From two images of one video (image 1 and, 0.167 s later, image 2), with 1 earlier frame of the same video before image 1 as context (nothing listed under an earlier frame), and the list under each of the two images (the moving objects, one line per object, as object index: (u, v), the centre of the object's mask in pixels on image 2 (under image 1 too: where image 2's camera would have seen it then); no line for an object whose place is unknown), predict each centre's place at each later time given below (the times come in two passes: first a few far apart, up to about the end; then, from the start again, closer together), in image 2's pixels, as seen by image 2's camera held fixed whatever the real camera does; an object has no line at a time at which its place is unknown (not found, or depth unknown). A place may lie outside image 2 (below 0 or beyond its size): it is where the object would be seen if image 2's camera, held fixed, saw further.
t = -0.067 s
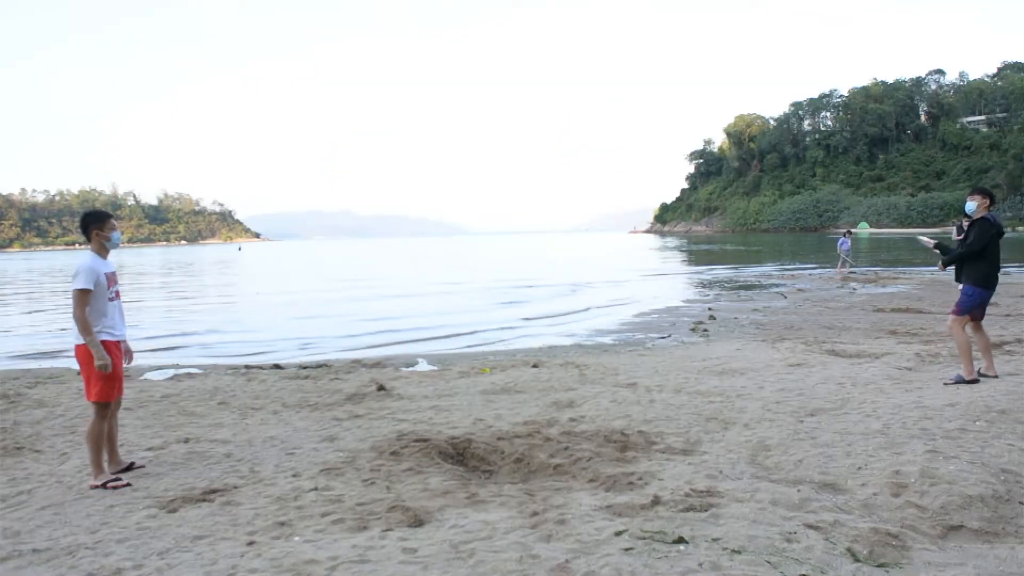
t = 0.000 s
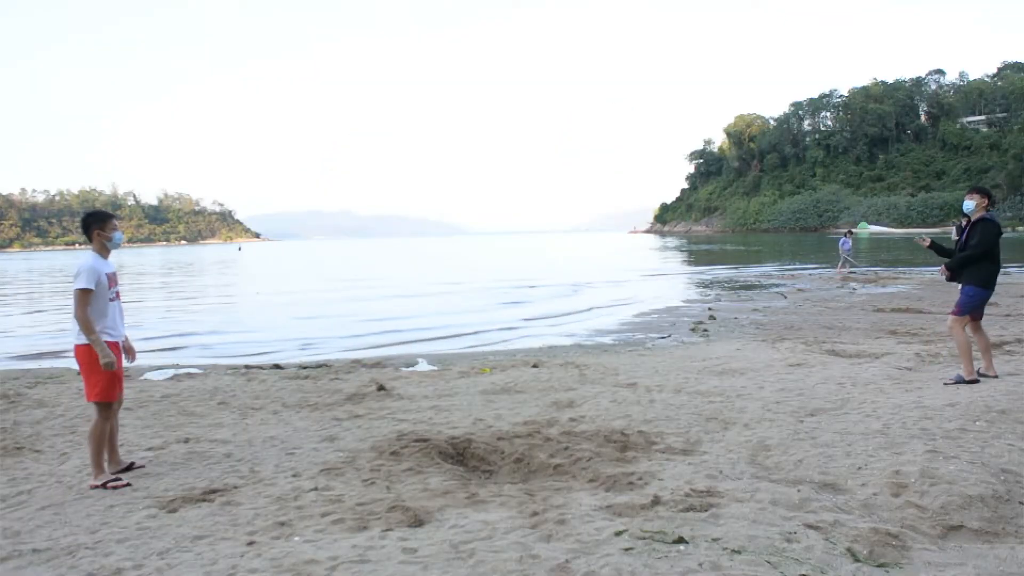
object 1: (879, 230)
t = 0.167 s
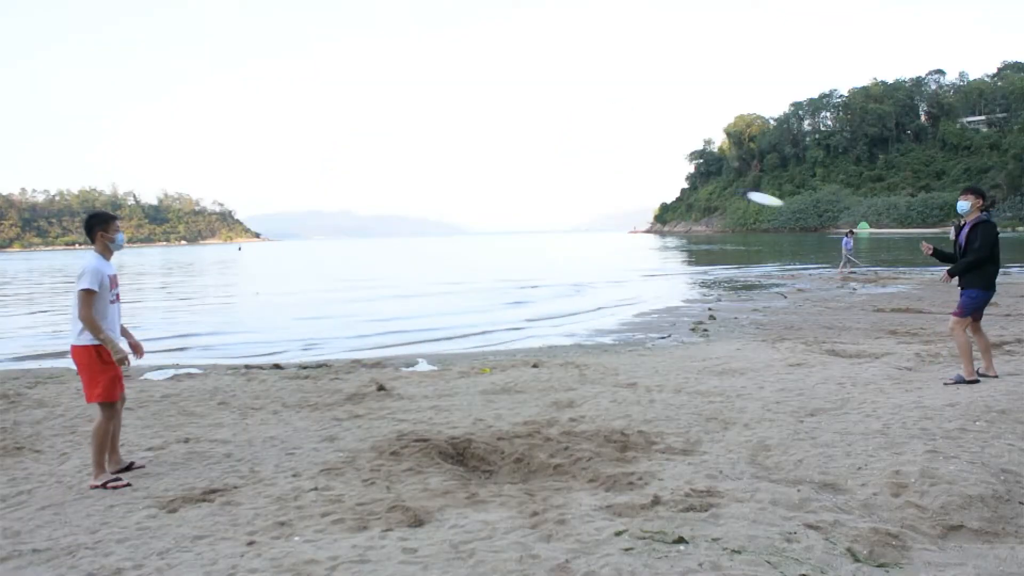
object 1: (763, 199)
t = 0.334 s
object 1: (642, 181)
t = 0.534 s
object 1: (487, 175)
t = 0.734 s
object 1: (316, 187)
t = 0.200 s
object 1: (740, 194)
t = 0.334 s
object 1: (642, 181)
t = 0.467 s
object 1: (539, 174)
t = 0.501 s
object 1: (512, 175)
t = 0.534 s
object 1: (487, 175)
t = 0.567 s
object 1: (460, 175)
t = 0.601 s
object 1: (430, 176)
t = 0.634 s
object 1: (402, 178)
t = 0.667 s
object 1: (375, 181)
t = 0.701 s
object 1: (345, 183)
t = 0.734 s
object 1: (316, 187)
